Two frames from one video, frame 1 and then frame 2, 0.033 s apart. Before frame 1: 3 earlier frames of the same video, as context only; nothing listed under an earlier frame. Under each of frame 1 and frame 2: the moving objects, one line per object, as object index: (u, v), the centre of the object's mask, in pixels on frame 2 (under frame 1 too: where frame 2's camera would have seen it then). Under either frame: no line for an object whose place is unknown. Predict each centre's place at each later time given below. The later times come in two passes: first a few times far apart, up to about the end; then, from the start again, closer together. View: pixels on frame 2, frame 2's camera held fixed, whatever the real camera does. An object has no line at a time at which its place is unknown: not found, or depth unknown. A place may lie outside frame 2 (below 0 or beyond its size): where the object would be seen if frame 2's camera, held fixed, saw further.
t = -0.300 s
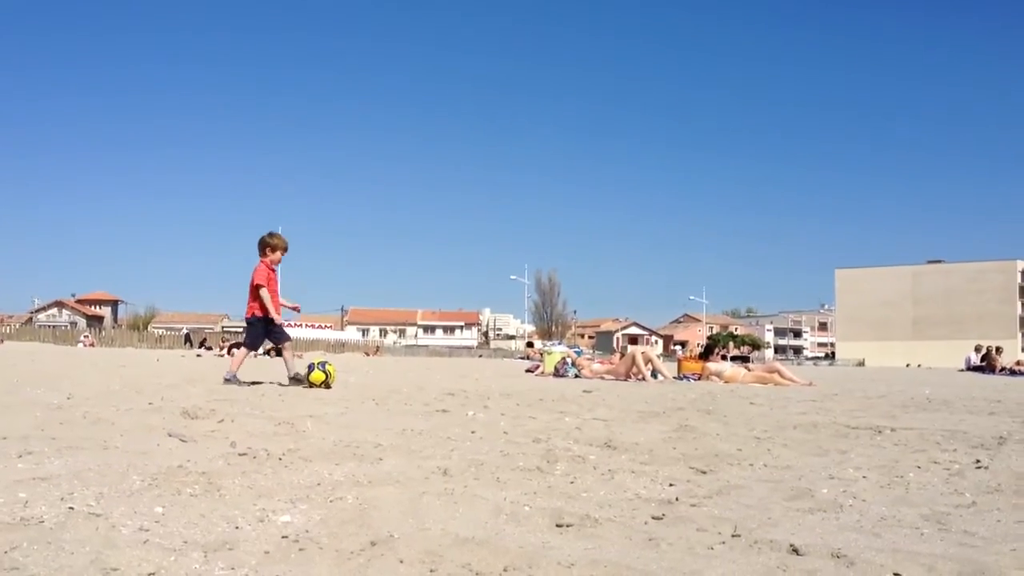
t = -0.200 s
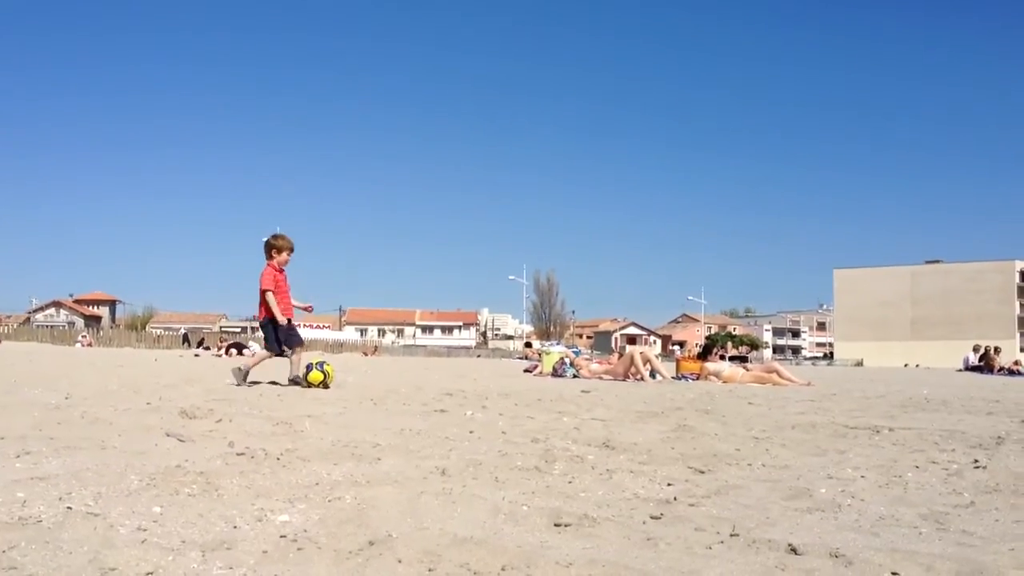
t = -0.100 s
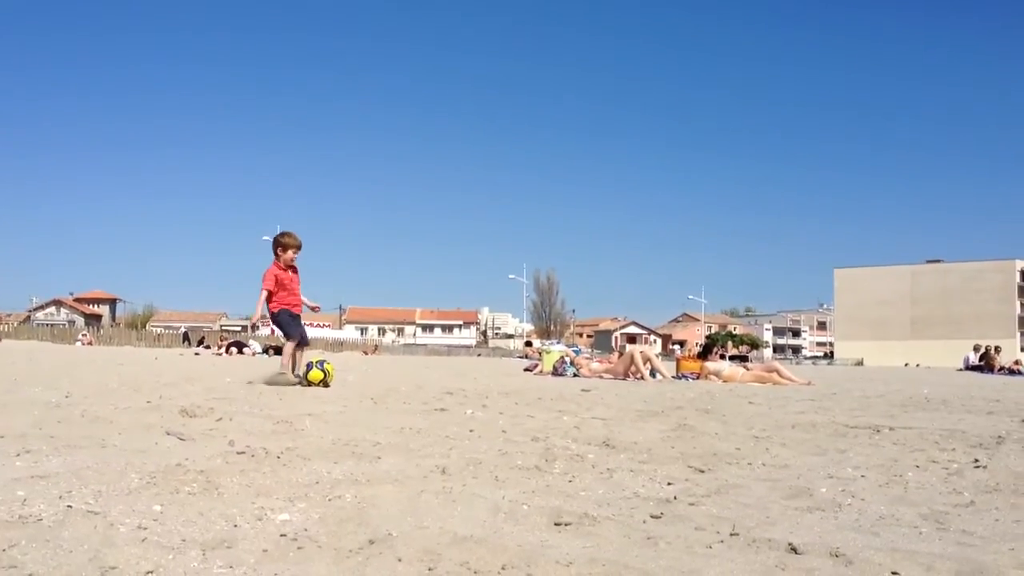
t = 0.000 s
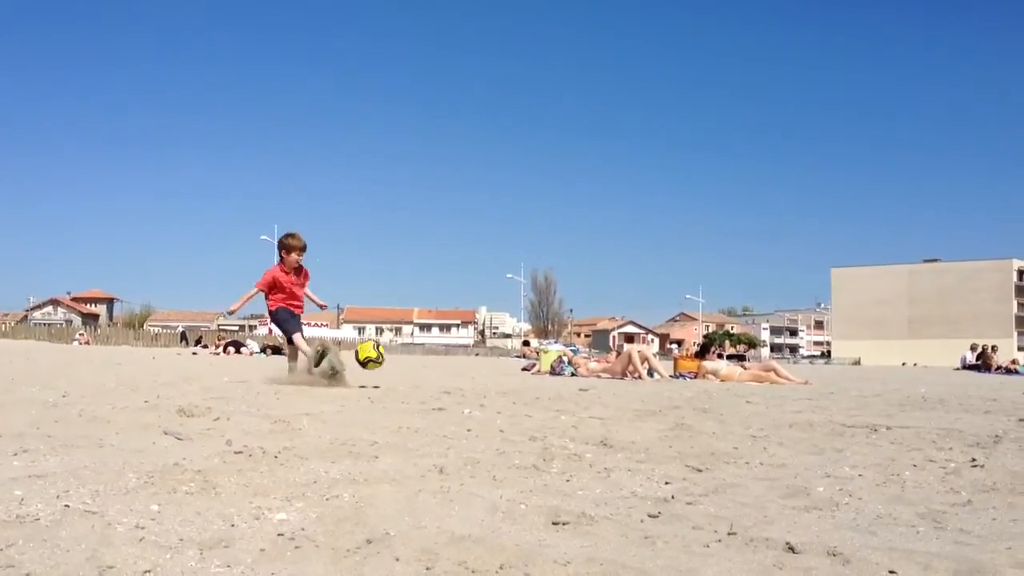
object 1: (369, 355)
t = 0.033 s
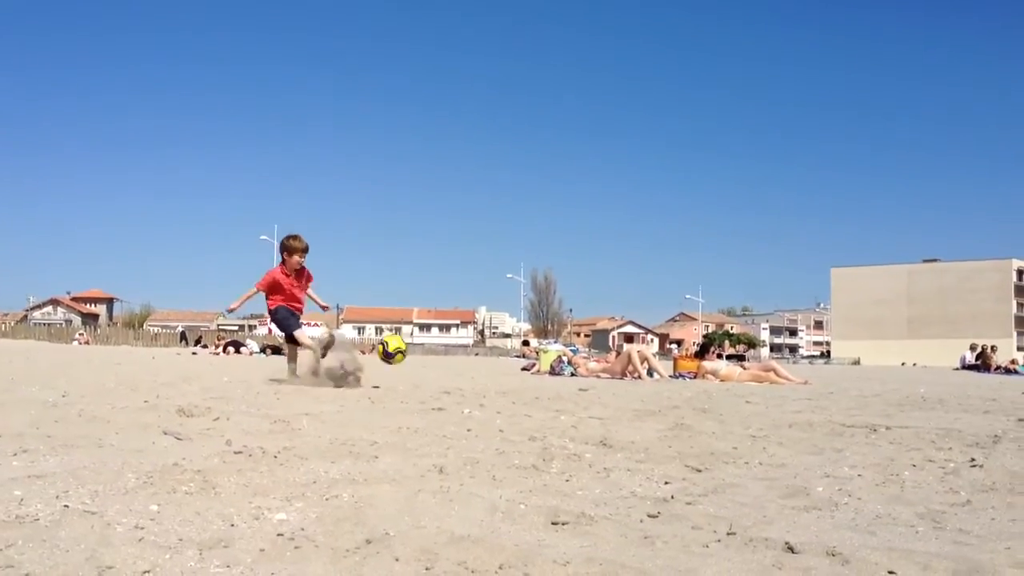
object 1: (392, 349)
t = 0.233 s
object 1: (528, 350)
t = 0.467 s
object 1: (652, 367)
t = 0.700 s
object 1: (728, 373)
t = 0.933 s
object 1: (803, 386)
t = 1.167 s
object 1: (873, 394)
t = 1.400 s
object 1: (939, 396)
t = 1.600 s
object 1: (987, 394)
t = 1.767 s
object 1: (1023, 399)
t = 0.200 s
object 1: (506, 346)
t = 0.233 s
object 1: (528, 350)
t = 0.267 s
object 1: (550, 355)
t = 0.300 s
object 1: (573, 364)
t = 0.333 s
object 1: (594, 372)
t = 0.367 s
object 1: (616, 383)
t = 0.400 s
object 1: (630, 382)
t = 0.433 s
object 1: (640, 374)
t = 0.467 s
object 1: (652, 367)
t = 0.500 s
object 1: (663, 364)
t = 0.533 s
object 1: (675, 362)
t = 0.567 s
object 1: (685, 363)
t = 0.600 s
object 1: (696, 362)
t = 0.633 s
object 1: (707, 364)
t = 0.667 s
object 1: (718, 368)
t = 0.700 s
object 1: (728, 373)
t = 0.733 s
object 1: (740, 381)
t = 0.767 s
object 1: (751, 389)
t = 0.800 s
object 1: (761, 388)
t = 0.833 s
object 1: (772, 386)
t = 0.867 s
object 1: (782, 385)
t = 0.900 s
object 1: (792, 385)
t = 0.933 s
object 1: (803, 386)
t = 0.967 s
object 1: (814, 390)
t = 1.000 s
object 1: (824, 392)
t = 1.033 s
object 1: (835, 392)
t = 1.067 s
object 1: (844, 392)
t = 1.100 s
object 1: (853, 393)
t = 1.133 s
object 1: (863, 393)
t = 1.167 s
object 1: (873, 394)
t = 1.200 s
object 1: (883, 394)
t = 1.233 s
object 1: (893, 395)
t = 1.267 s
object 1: (904, 395)
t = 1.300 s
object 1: (914, 396)
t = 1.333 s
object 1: (922, 395)
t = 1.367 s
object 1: (931, 396)
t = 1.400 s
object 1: (939, 396)
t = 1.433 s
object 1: (947, 396)
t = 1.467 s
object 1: (955, 398)
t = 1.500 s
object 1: (963, 397)
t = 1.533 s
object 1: (971, 395)
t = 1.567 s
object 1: (979, 393)
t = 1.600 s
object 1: (987, 394)
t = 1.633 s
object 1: (994, 397)
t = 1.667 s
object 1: (1001, 399)
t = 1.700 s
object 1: (1008, 399)
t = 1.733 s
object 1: (1015, 398)
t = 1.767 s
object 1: (1023, 399)
